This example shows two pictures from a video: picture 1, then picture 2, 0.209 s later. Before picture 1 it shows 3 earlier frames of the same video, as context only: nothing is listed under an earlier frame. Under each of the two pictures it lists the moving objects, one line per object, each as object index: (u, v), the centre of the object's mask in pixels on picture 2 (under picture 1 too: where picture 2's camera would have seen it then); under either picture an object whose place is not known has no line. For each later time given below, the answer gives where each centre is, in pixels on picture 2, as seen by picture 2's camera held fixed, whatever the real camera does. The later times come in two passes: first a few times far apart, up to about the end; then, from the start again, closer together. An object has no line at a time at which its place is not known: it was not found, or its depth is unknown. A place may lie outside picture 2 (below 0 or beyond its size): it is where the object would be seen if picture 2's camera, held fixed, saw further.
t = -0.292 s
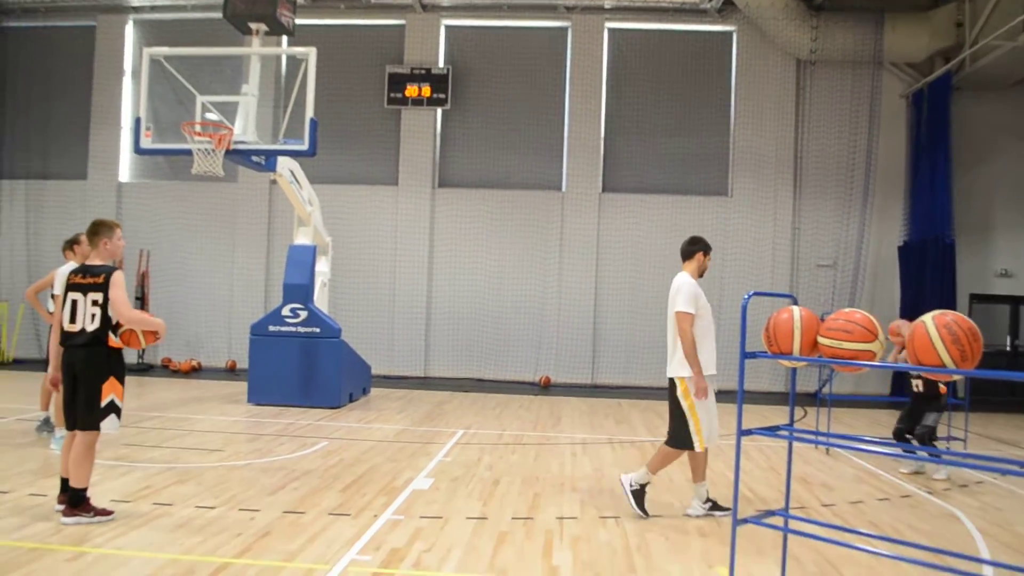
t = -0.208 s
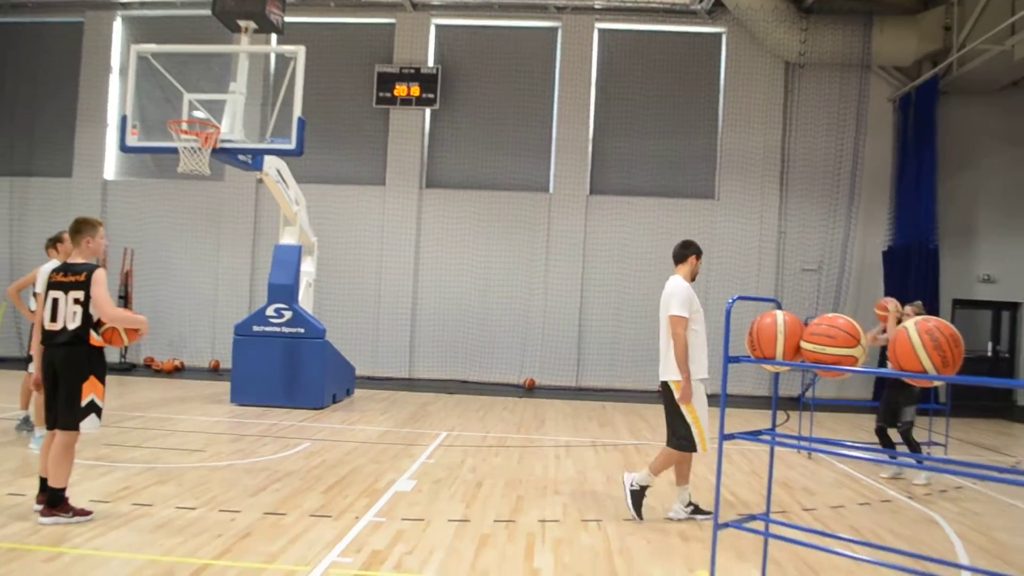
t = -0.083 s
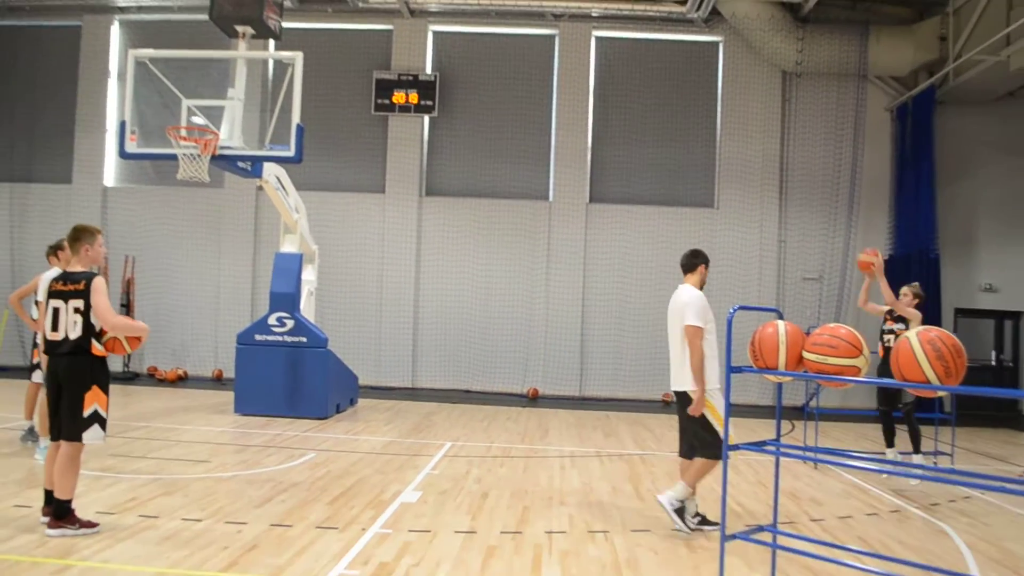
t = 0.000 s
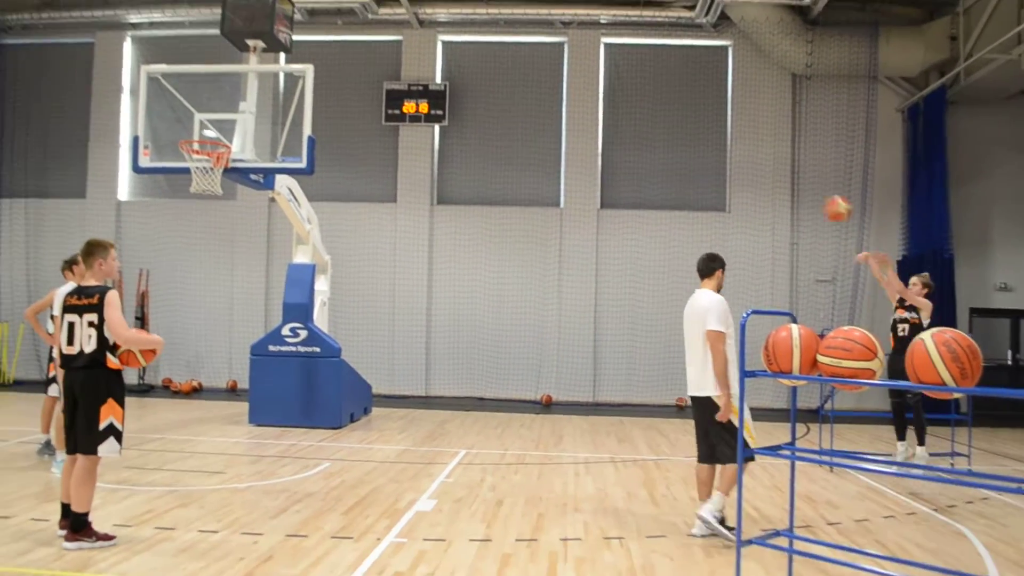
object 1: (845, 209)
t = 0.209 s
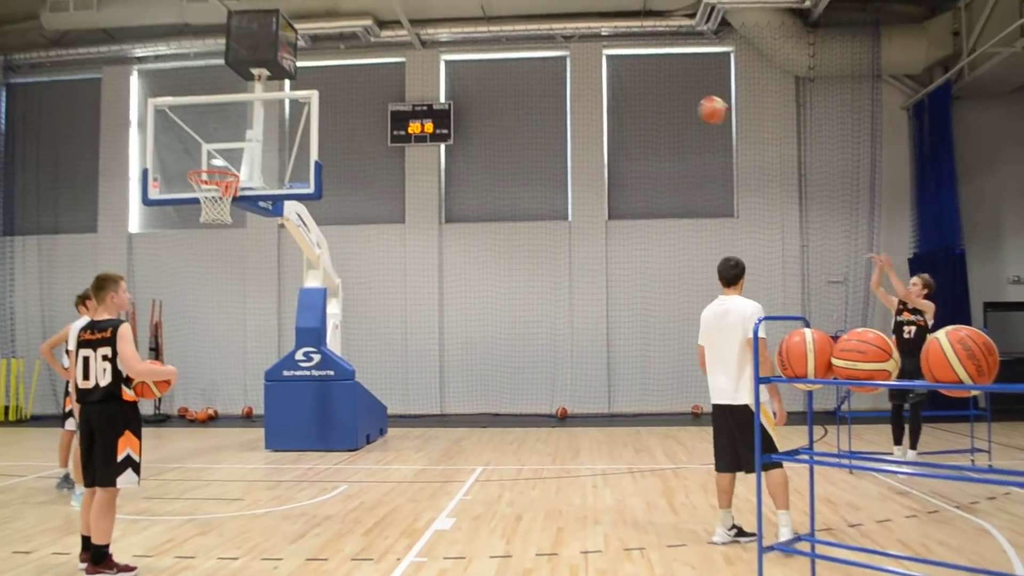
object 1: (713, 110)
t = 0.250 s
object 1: (686, 97)
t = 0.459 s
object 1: (558, 49)
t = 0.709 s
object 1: (410, 51)
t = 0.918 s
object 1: (295, 102)
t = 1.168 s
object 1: (208, 141)
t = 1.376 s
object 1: (234, 85)
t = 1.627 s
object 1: (272, 73)
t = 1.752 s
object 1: (281, 80)
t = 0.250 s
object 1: (686, 97)
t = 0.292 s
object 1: (660, 83)
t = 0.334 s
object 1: (635, 72)
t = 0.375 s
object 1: (609, 63)
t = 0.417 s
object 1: (583, 55)
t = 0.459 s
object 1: (558, 49)
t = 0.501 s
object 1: (532, 47)
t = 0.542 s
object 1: (508, 43)
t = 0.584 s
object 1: (484, 43)
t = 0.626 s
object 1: (459, 45)
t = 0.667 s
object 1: (433, 48)
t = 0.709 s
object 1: (410, 51)
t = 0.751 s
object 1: (388, 57)
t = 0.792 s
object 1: (363, 67)
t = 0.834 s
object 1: (339, 76)
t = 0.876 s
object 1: (318, 87)
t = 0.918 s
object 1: (295, 102)
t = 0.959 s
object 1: (272, 115)
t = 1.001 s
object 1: (247, 131)
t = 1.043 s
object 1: (226, 150)
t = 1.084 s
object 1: (203, 165)
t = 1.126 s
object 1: (205, 158)
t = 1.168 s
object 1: (208, 141)
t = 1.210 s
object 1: (212, 129)
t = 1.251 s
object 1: (218, 116)
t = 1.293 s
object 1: (225, 101)
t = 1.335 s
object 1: (229, 90)
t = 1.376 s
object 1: (234, 85)
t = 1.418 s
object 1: (241, 80)
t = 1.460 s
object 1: (247, 76)
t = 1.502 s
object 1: (253, 75)
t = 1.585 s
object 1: (264, 75)
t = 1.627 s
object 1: (272, 73)
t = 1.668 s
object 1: (274, 71)
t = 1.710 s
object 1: (280, 74)
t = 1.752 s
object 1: (281, 80)
